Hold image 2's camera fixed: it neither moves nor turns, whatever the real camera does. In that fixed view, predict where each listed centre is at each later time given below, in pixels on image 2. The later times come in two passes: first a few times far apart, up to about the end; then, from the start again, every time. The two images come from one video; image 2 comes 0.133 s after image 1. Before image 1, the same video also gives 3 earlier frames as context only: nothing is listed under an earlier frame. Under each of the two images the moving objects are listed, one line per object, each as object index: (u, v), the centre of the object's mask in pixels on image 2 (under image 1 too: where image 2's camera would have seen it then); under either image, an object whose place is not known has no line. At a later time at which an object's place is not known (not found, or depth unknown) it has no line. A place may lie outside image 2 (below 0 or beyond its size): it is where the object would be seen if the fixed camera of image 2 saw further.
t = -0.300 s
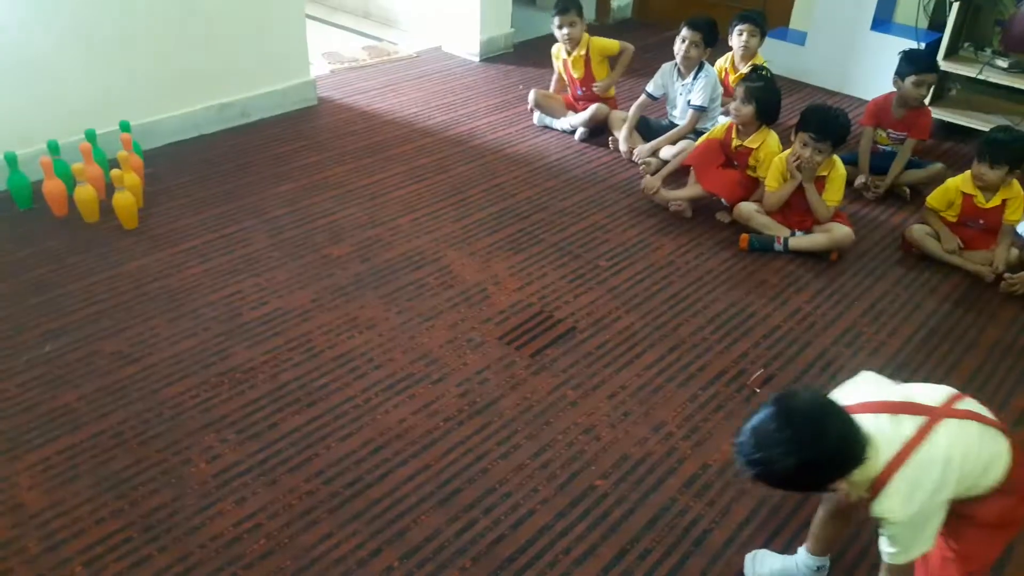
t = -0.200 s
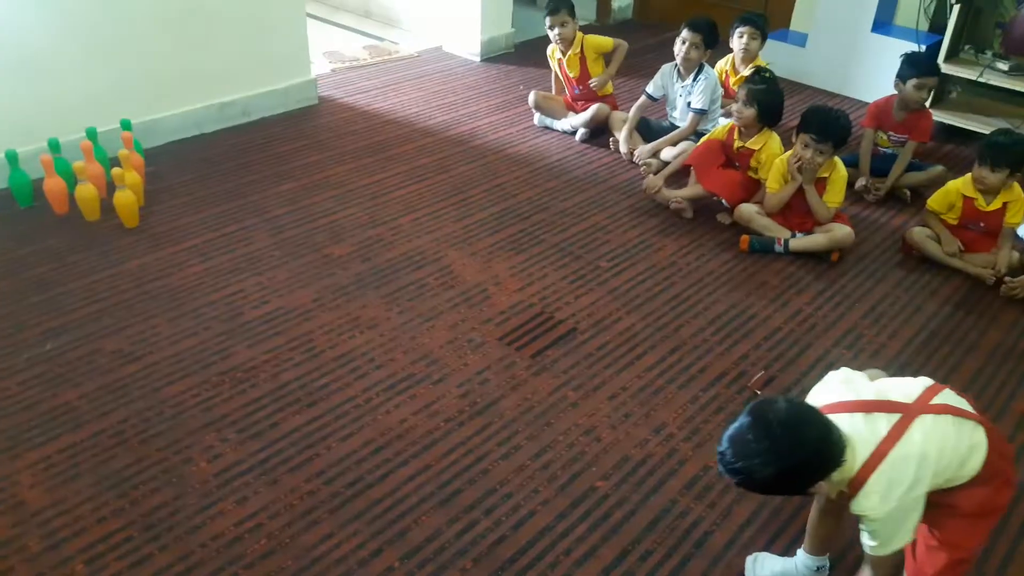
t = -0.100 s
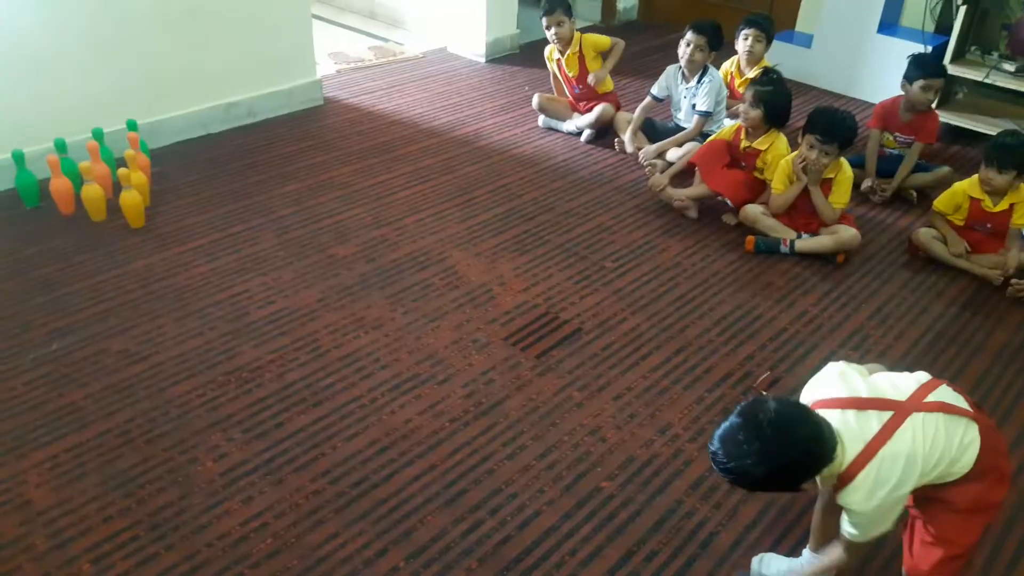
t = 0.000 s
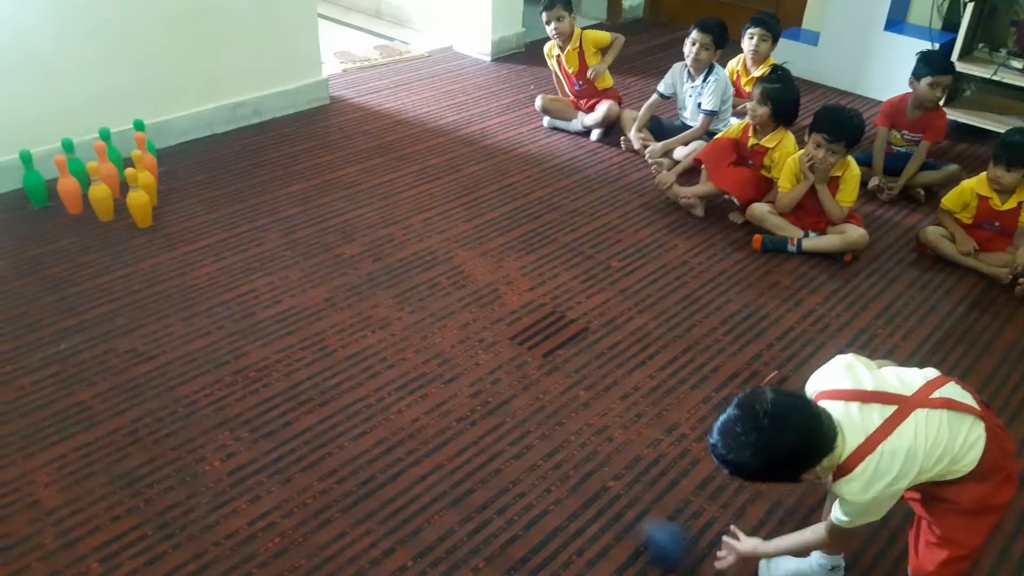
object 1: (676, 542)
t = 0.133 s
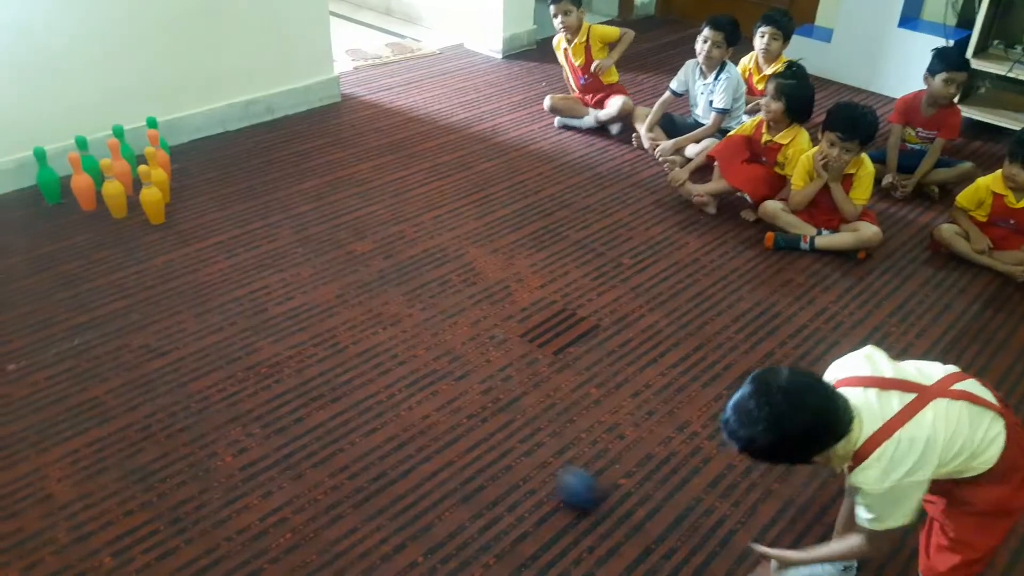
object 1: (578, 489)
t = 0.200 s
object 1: (540, 471)
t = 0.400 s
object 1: (440, 422)
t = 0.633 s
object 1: (342, 375)
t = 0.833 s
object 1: (269, 343)
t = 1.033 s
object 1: (201, 314)
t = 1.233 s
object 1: (141, 291)
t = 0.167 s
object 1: (558, 481)
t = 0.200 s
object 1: (540, 471)
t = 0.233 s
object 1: (521, 463)
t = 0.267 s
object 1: (503, 454)
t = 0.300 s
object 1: (487, 445)
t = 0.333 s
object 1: (472, 437)
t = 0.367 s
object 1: (455, 429)
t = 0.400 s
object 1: (440, 422)
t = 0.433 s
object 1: (425, 415)
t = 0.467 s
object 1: (412, 409)
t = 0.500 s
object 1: (397, 400)
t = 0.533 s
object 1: (380, 392)
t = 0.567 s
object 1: (368, 387)
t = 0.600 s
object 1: (356, 382)
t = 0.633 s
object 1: (342, 375)
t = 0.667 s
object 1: (330, 369)
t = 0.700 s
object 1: (317, 363)
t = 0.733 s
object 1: (305, 358)
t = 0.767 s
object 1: (291, 351)
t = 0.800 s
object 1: (280, 347)
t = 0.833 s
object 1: (269, 343)
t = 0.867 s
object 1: (256, 337)
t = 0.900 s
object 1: (245, 333)
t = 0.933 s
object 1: (233, 327)
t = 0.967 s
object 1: (223, 323)
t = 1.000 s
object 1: (212, 319)
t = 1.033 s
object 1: (201, 314)
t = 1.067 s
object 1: (191, 310)
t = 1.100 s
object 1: (182, 306)
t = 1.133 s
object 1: (170, 301)
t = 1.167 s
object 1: (161, 298)
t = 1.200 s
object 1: (152, 295)
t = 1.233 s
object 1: (141, 291)
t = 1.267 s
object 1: (132, 288)
